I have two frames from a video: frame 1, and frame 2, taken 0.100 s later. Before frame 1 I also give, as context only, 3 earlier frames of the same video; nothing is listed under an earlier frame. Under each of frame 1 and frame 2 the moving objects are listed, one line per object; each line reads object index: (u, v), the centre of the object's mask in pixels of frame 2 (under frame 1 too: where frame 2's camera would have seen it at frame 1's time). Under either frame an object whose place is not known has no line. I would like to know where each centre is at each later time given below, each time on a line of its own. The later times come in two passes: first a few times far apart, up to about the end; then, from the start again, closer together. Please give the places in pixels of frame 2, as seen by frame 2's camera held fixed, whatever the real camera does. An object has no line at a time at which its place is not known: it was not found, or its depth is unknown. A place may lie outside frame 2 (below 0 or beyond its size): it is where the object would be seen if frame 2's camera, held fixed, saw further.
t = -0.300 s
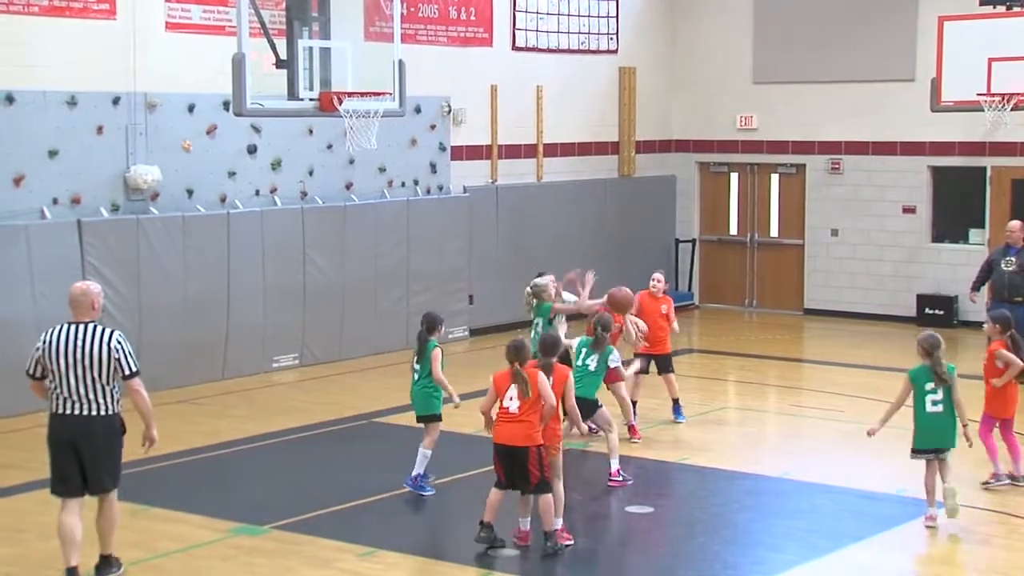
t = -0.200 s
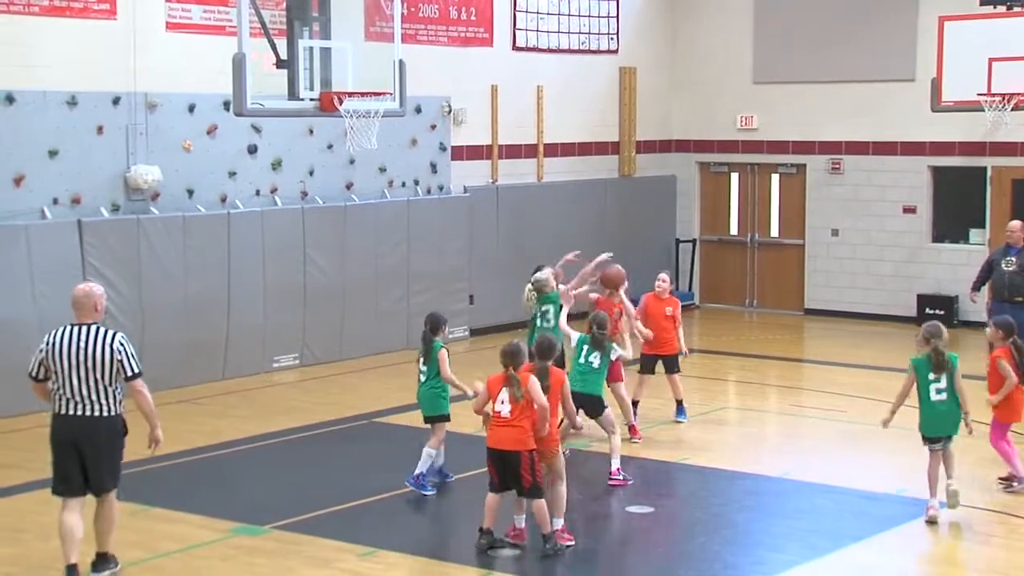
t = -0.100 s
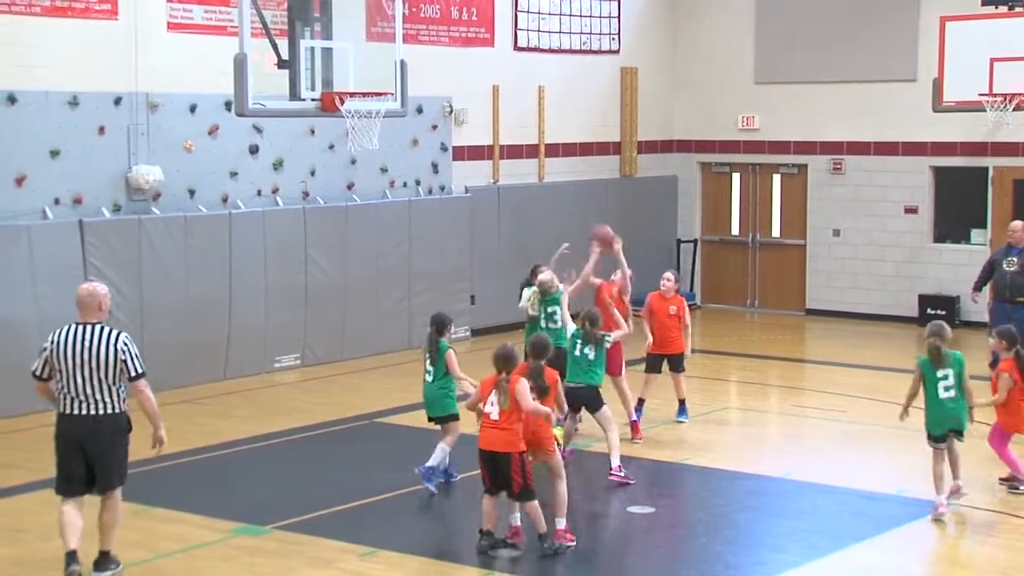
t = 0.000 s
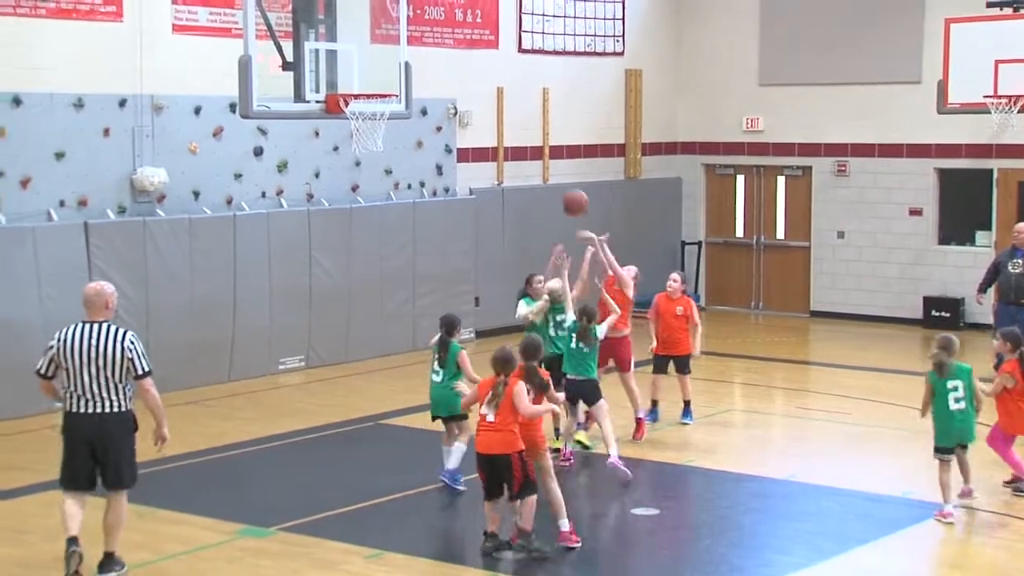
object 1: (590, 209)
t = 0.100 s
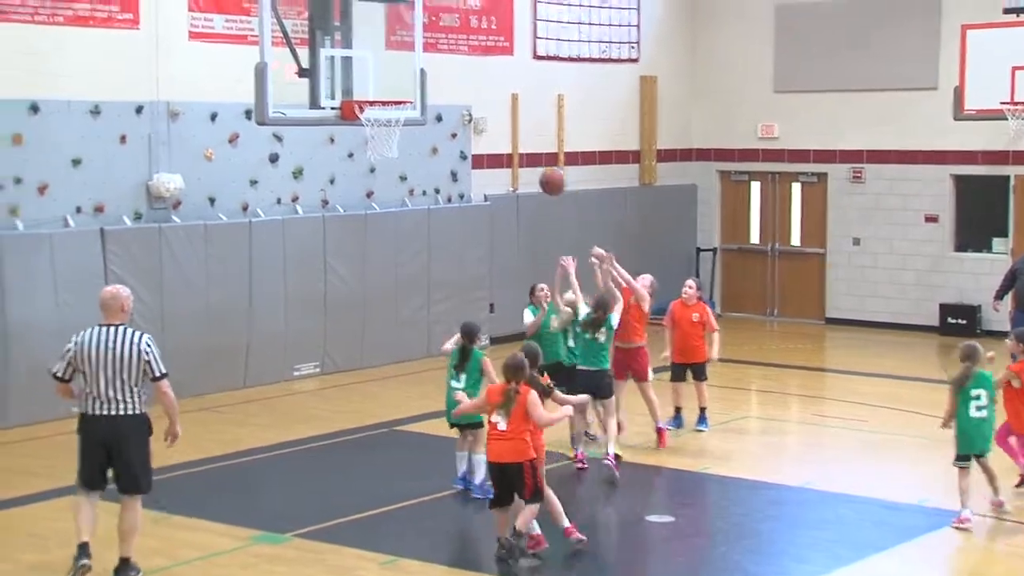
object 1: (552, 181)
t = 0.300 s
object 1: (477, 161)
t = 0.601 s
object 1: (362, 217)
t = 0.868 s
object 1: (257, 356)
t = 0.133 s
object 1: (541, 175)
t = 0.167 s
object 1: (528, 169)
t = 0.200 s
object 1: (516, 167)
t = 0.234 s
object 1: (503, 163)
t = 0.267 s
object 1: (491, 161)
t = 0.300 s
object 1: (477, 161)
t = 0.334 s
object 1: (465, 162)
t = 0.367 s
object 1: (453, 165)
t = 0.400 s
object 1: (439, 167)
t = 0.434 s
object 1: (426, 173)
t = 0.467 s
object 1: (413, 179)
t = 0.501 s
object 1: (402, 186)
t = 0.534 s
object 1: (389, 195)
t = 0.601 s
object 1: (362, 217)
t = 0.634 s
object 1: (350, 229)
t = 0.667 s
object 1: (337, 243)
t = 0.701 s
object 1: (324, 258)
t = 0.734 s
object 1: (310, 275)
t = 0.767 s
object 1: (296, 295)
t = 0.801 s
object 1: (284, 314)
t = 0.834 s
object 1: (271, 335)
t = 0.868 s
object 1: (257, 356)
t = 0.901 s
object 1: (243, 379)
